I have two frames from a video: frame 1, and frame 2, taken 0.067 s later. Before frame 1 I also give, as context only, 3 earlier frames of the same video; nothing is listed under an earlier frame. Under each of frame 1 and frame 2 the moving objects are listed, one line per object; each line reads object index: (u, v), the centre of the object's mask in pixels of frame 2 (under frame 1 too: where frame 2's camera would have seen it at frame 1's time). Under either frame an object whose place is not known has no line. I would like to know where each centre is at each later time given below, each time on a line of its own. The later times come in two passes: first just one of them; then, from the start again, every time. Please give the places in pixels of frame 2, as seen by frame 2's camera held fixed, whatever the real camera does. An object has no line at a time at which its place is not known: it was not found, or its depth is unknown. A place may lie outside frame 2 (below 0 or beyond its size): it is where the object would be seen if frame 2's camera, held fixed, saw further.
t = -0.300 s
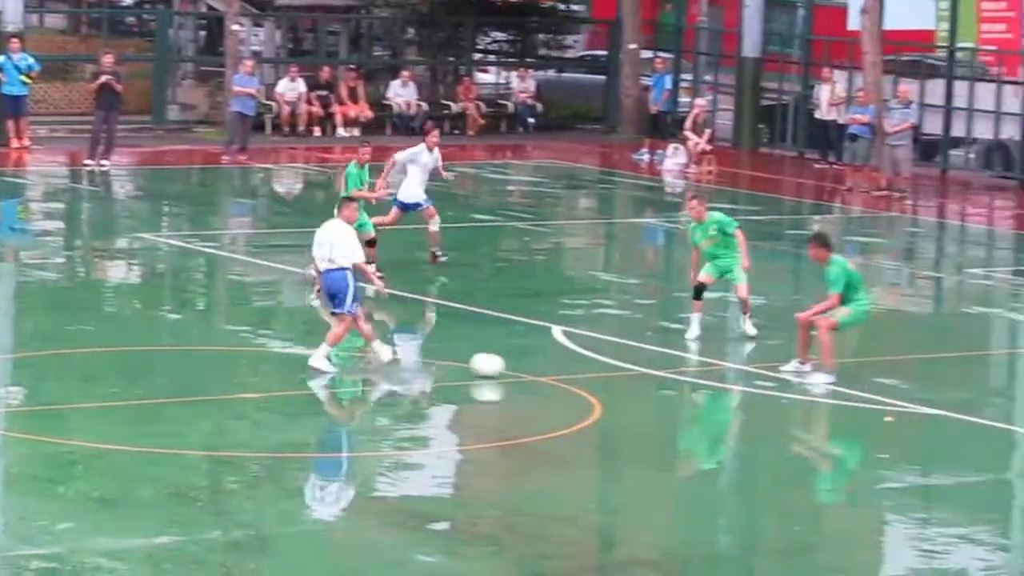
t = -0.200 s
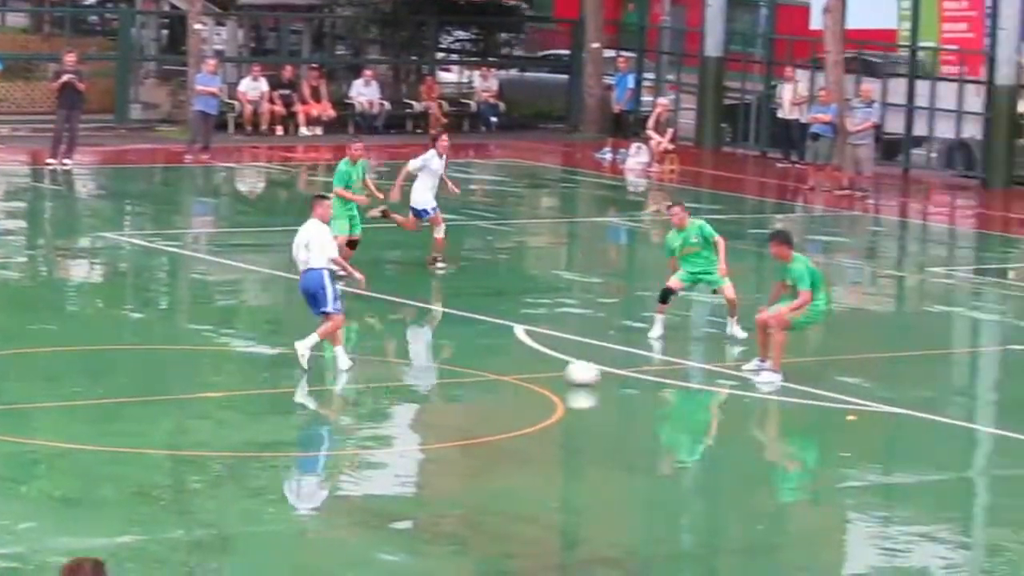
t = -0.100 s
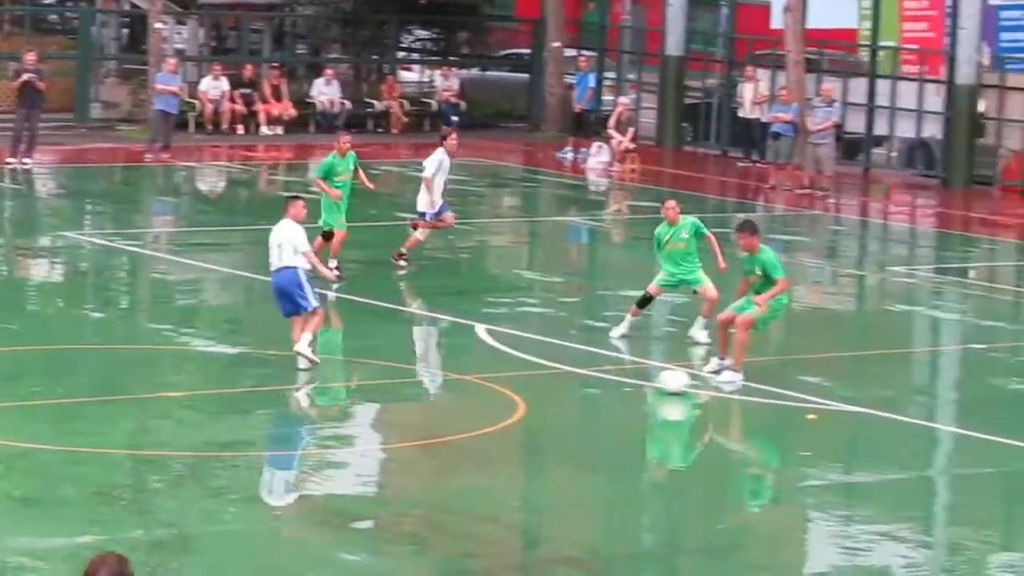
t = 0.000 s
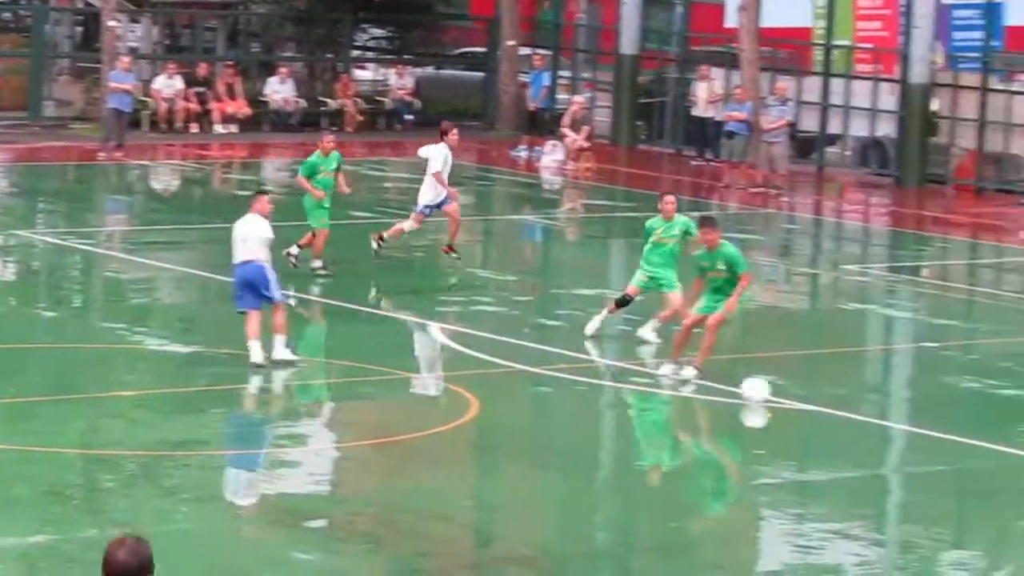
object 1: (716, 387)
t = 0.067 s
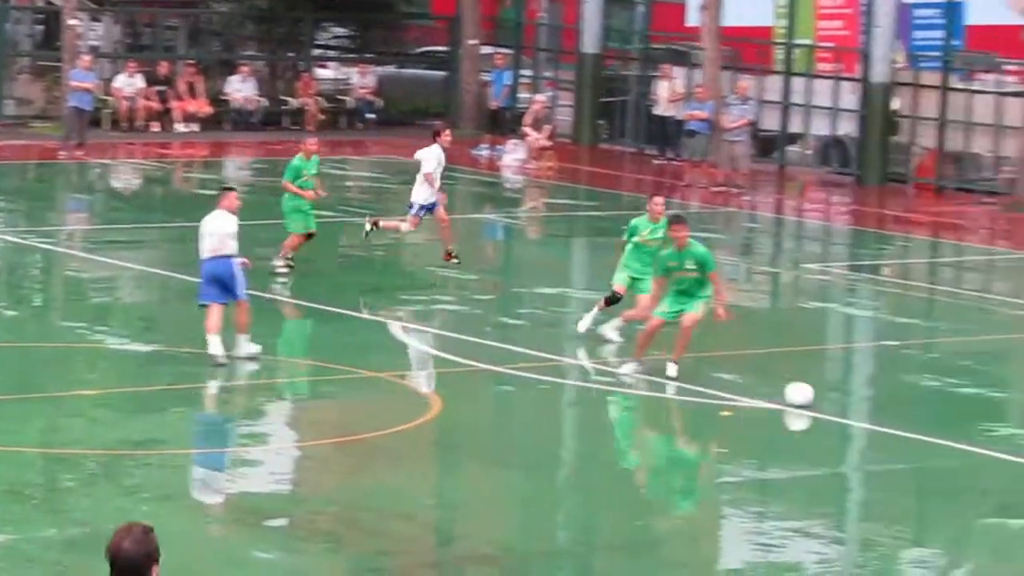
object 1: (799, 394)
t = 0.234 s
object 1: (997, 409)
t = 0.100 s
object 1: (838, 397)
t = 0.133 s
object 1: (879, 400)
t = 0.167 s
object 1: (919, 403)
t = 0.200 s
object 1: (959, 406)
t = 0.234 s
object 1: (997, 409)
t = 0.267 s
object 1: (1037, 412)
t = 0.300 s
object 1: (1077, 416)
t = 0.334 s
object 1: (1114, 418)
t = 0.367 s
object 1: (1153, 422)
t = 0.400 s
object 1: (1191, 425)
